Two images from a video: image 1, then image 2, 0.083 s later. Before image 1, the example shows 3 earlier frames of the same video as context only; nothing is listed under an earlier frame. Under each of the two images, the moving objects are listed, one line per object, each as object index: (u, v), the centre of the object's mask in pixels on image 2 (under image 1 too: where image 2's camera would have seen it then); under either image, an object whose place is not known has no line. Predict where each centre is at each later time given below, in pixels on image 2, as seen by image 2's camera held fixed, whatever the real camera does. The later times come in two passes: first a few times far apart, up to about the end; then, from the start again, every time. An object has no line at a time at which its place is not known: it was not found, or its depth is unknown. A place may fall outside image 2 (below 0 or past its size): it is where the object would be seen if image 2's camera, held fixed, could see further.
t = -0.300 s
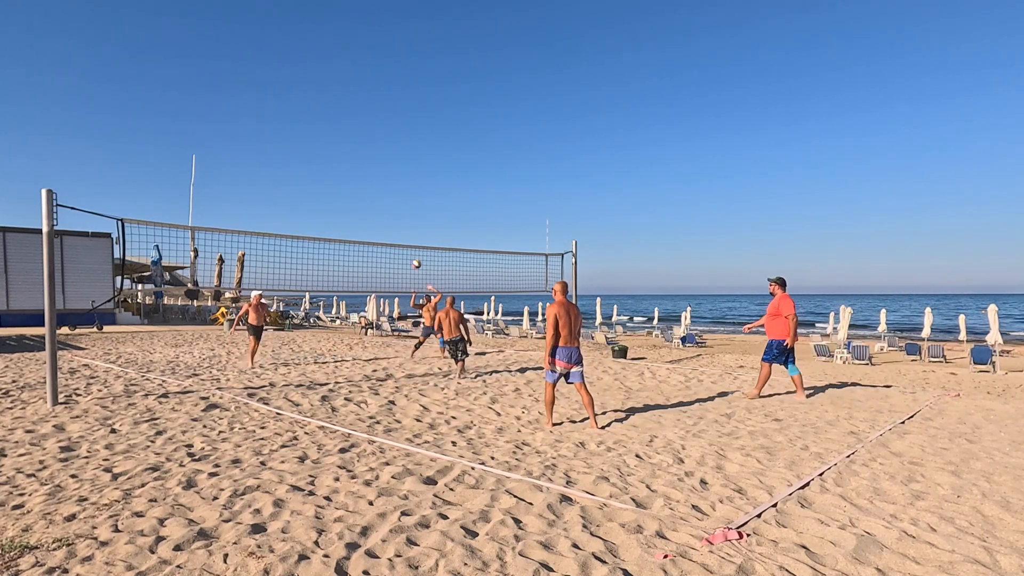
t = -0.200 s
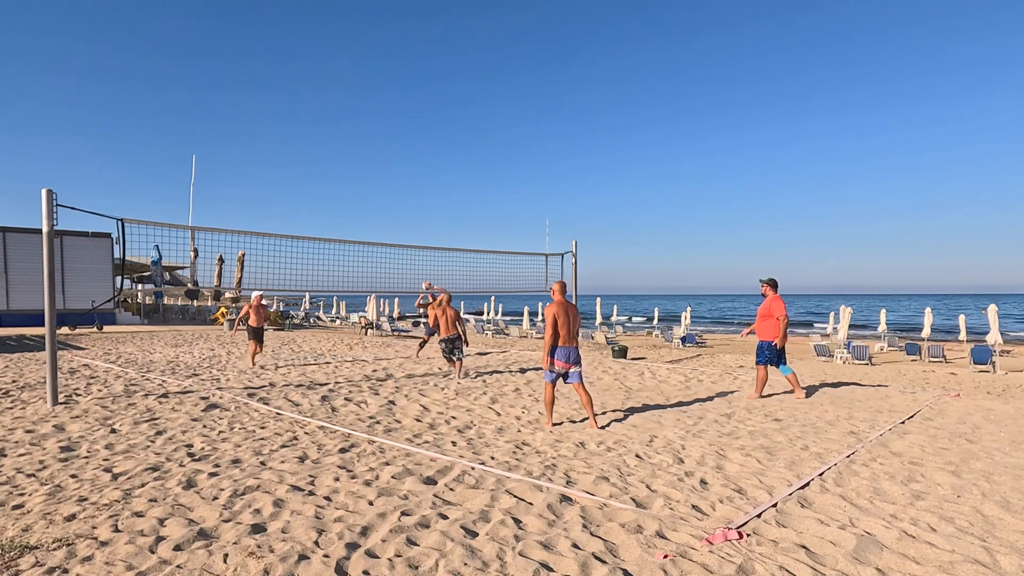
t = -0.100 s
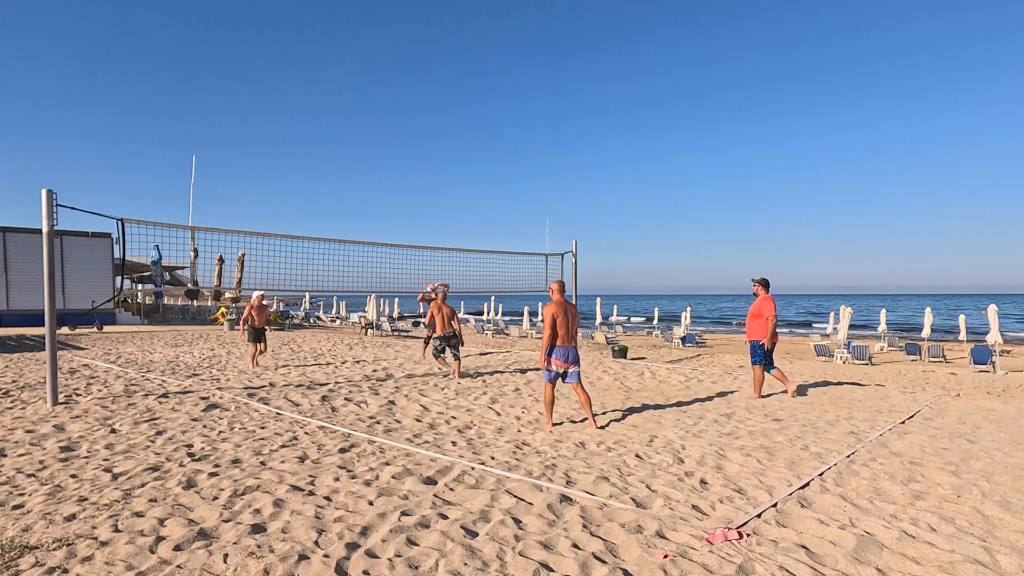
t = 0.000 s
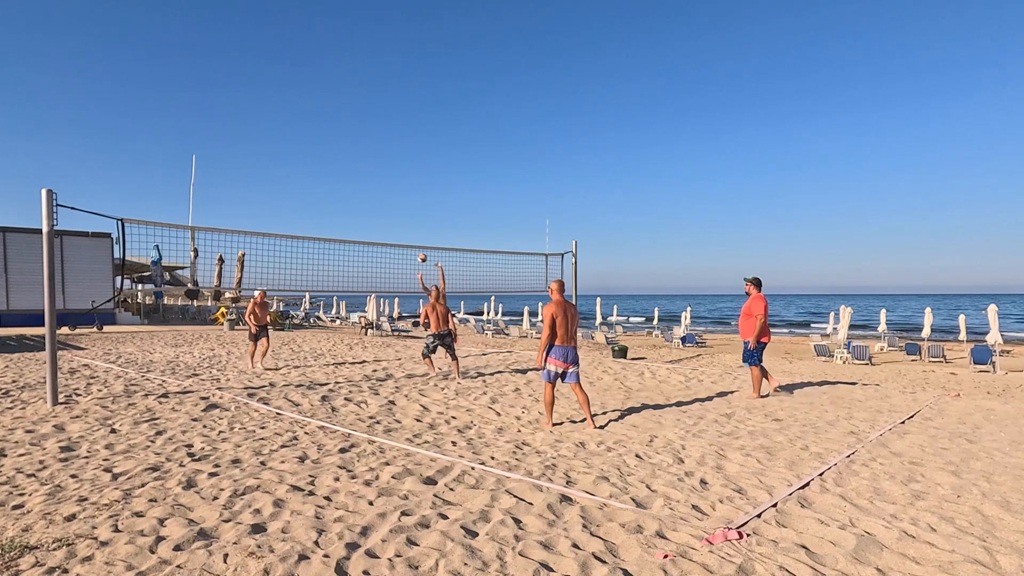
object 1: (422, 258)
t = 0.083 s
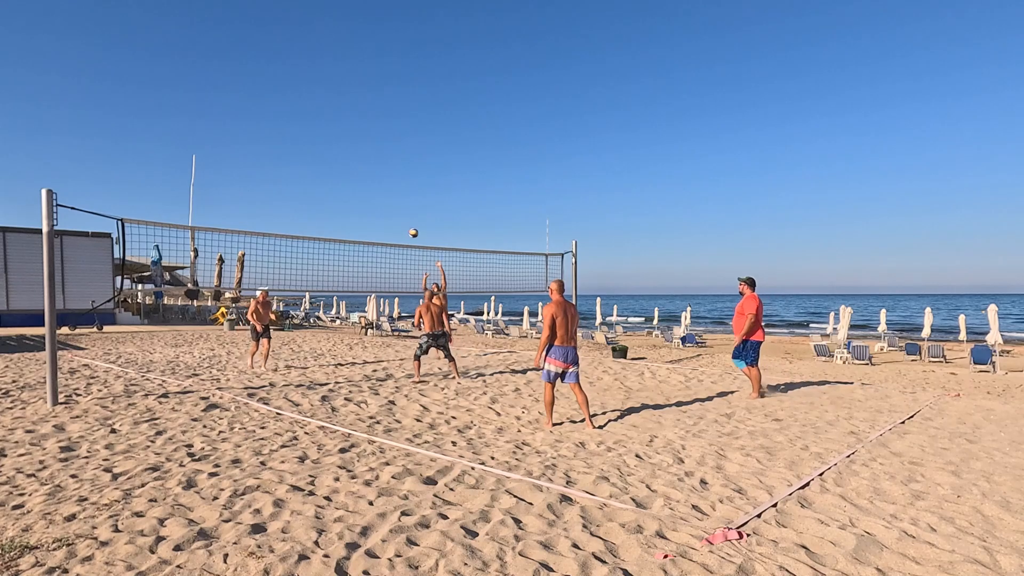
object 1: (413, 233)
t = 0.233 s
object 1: (397, 195)
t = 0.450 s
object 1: (373, 158)
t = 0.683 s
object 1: (347, 141)
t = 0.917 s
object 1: (320, 150)
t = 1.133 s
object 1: (296, 182)
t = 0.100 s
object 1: (411, 228)
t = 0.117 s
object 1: (409, 224)
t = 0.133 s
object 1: (408, 219)
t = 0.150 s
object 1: (406, 215)
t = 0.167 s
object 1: (404, 211)
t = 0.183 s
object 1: (402, 207)
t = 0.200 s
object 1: (400, 203)
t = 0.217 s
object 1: (398, 199)
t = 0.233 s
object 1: (397, 195)
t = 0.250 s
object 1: (395, 192)
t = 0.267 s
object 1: (393, 188)
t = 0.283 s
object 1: (391, 185)
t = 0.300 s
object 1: (389, 182)
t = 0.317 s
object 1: (387, 179)
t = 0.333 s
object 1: (385, 176)
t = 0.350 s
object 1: (384, 173)
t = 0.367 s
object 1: (382, 170)
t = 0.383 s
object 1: (380, 168)
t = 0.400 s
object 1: (378, 165)
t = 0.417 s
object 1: (376, 163)
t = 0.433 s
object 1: (374, 160)
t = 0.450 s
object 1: (373, 158)
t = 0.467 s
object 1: (371, 156)
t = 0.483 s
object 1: (369, 154)
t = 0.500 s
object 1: (367, 152)
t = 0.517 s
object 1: (365, 151)
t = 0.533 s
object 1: (363, 149)
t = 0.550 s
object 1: (361, 148)
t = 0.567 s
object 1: (359, 147)
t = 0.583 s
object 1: (357, 146)
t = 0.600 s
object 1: (356, 145)
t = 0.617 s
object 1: (354, 144)
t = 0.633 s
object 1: (352, 143)
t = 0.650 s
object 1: (350, 142)
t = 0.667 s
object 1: (349, 142)
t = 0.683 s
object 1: (347, 141)
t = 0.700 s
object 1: (345, 141)
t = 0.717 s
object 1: (343, 141)
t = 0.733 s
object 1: (341, 141)
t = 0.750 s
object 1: (339, 141)
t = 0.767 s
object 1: (337, 142)
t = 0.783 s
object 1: (335, 142)
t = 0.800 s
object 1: (334, 142)
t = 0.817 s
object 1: (332, 143)
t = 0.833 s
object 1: (330, 144)
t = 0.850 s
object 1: (328, 145)
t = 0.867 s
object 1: (326, 146)
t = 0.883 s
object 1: (324, 147)
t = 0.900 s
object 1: (322, 148)
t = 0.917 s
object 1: (320, 150)
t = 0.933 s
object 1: (318, 152)
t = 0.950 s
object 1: (317, 153)
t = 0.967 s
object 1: (315, 155)
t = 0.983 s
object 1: (313, 157)
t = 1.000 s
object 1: (311, 160)
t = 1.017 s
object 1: (309, 162)
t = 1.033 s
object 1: (307, 164)
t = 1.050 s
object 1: (305, 167)
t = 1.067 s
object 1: (303, 170)
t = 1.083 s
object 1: (301, 173)
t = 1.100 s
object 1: (300, 176)
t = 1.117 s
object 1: (298, 179)
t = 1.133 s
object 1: (296, 182)
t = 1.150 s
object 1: (294, 186)
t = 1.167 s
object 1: (292, 189)
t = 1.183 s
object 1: (290, 193)
